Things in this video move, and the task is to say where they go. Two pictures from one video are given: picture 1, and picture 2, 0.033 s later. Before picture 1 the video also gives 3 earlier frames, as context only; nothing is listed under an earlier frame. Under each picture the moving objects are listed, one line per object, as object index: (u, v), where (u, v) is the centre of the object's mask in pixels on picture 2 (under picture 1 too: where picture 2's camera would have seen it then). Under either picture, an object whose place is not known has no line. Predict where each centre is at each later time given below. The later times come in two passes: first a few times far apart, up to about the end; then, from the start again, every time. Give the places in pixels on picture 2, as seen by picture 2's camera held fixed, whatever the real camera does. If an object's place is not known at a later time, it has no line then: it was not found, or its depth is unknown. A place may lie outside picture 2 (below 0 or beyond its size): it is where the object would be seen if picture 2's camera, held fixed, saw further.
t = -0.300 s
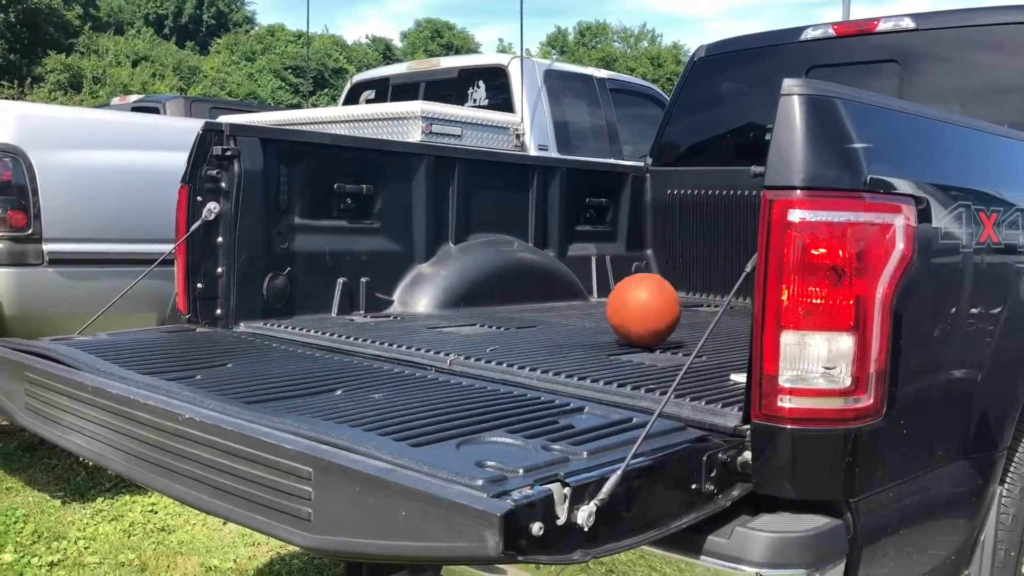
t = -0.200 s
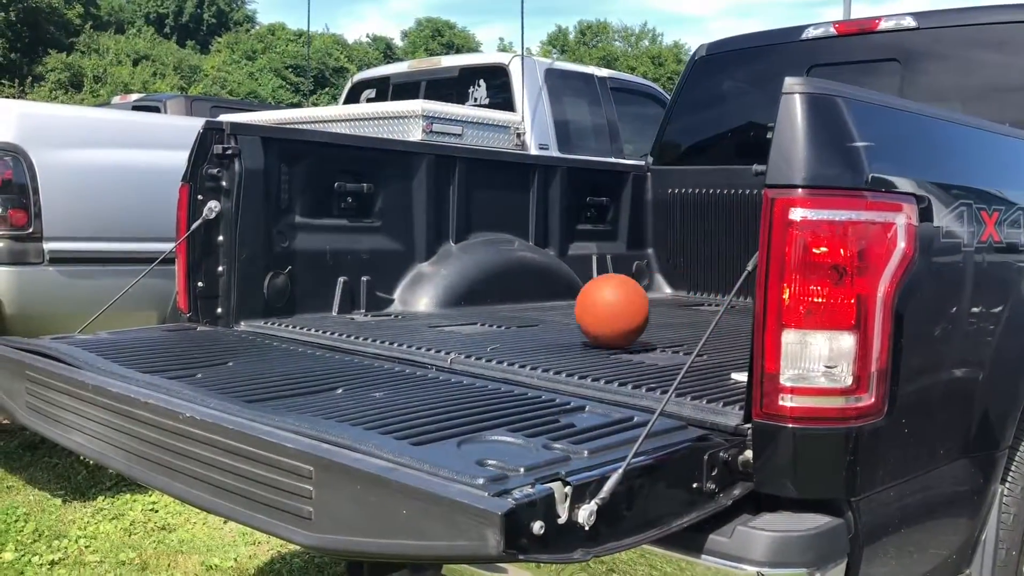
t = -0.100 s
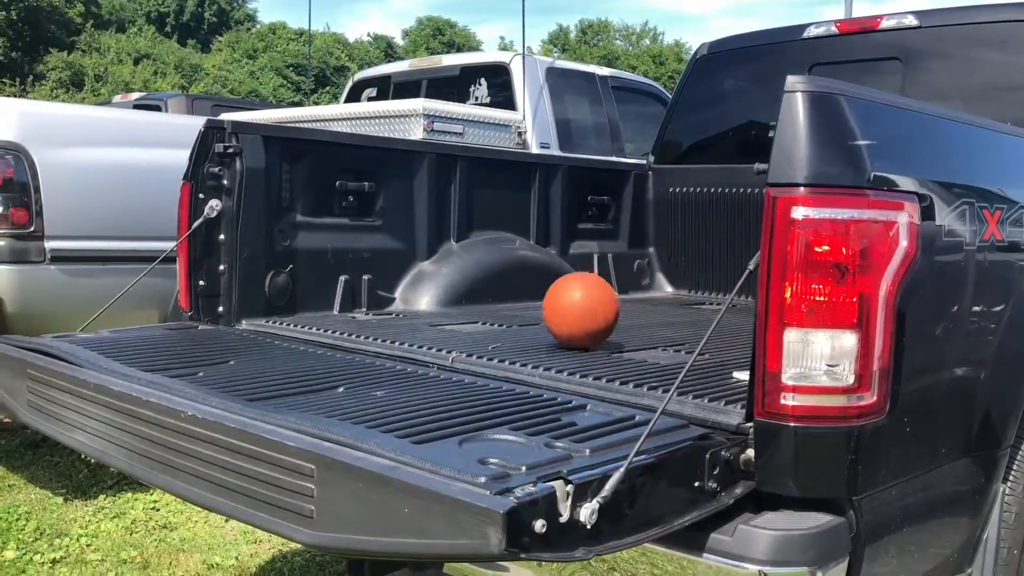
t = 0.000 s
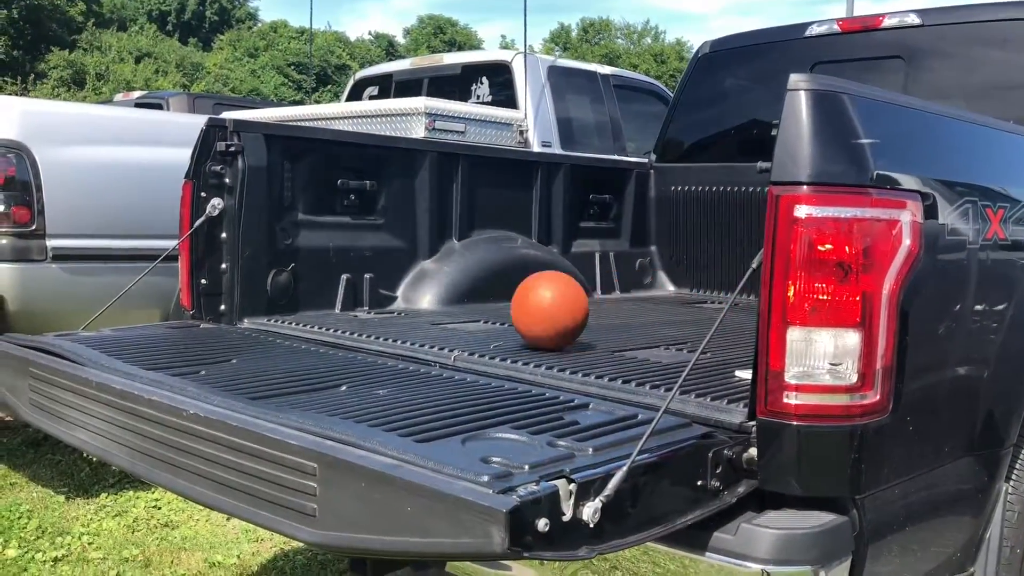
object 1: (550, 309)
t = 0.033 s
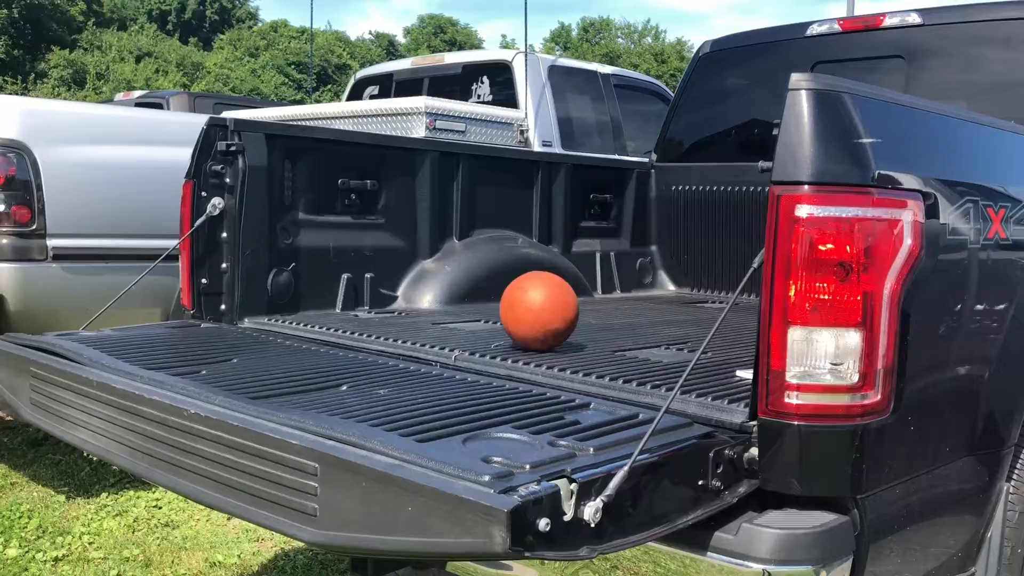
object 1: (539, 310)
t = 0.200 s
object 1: (480, 314)
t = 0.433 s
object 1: (408, 306)
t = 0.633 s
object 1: (360, 318)
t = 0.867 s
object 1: (305, 318)
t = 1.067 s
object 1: (256, 319)
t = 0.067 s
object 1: (528, 310)
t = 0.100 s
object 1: (516, 311)
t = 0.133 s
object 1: (505, 312)
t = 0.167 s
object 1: (493, 313)
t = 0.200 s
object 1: (480, 314)
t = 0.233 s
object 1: (468, 315)
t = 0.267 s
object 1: (455, 320)
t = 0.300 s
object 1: (442, 323)
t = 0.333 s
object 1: (430, 323)
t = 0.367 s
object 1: (423, 313)
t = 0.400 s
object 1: (415, 307)
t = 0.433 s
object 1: (408, 306)
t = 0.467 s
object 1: (400, 311)
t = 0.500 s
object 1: (392, 317)
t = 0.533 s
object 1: (384, 311)
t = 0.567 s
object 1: (376, 309)
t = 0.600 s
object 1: (369, 313)
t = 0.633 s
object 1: (360, 318)
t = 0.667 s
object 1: (353, 315)
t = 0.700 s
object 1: (344, 315)
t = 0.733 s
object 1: (336, 319)
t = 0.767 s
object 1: (328, 317)
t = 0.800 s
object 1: (320, 318)
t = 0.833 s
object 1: (312, 317)
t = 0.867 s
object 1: (305, 318)
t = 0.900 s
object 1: (297, 318)
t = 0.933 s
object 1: (289, 319)
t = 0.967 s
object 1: (280, 318)
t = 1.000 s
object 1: (272, 318)
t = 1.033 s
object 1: (264, 318)
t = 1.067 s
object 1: (256, 319)
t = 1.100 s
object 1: (247, 319)
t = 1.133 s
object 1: (239, 319)
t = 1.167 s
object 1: (230, 319)
